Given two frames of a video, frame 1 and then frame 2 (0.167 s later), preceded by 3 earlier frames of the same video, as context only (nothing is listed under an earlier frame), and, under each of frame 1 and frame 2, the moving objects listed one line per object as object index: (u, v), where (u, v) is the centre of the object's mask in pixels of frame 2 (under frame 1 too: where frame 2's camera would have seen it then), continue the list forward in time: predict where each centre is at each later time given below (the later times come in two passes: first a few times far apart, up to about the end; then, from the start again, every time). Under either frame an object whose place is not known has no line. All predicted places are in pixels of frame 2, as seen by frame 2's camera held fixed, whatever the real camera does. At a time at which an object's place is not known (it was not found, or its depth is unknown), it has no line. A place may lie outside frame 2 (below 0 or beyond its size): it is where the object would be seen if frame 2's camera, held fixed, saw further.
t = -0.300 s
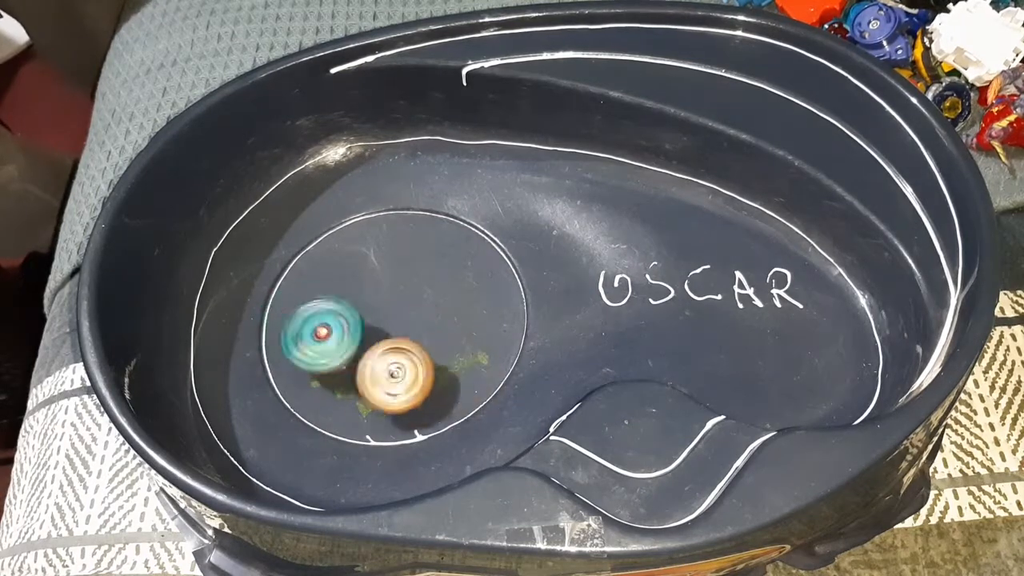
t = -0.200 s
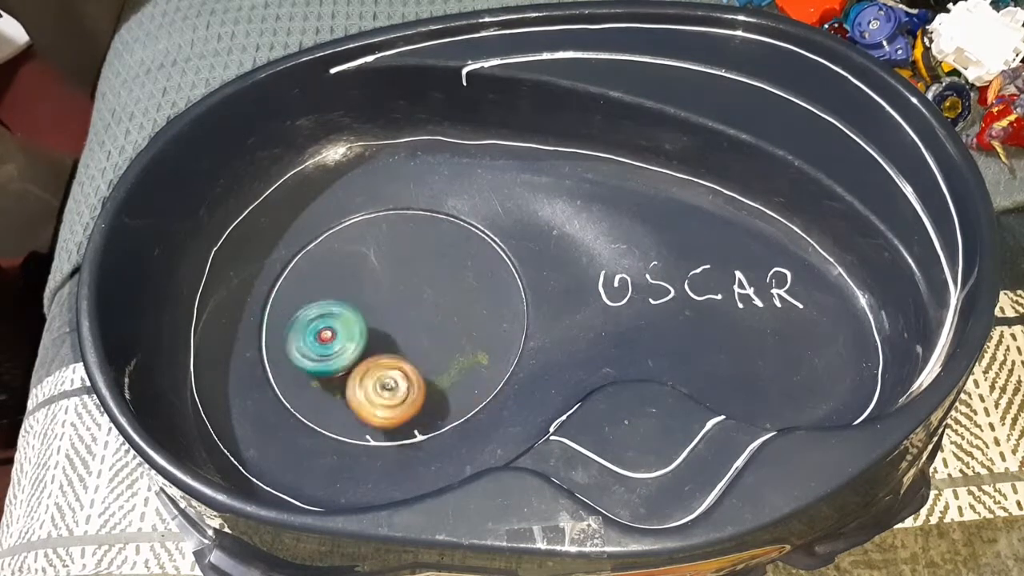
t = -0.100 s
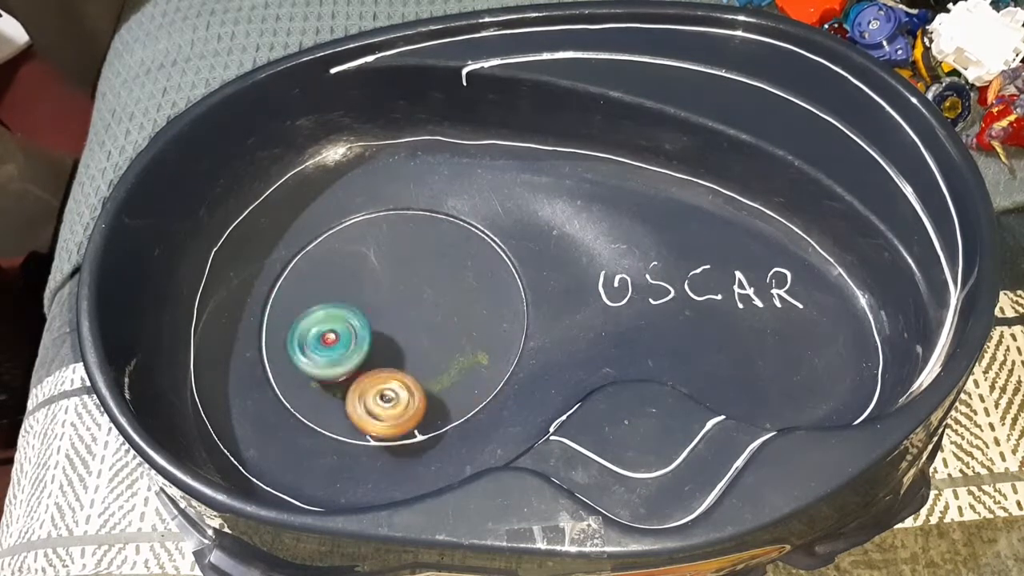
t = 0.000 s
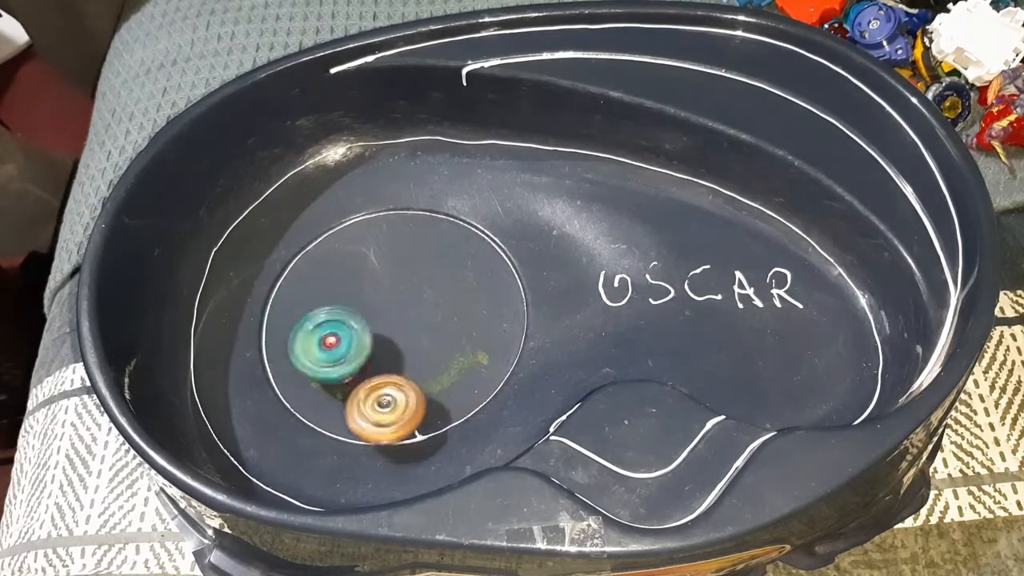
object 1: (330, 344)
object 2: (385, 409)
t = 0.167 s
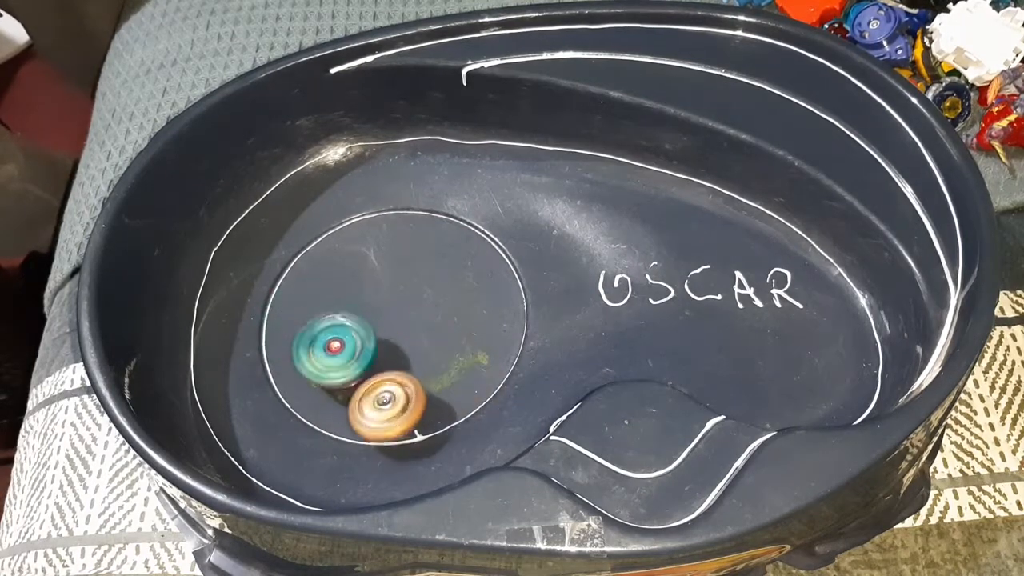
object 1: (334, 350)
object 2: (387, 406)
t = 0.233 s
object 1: (334, 341)
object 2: (395, 410)
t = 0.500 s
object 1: (341, 324)
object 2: (392, 394)
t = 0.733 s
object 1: (358, 299)
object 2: (388, 398)
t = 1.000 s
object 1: (382, 284)
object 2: (386, 403)
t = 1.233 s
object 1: (394, 299)
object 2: (370, 385)
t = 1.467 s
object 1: (396, 295)
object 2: (316, 404)
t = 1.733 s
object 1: (390, 297)
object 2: (312, 393)
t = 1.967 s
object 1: (379, 301)
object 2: (327, 360)
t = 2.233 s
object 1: (388, 278)
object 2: (320, 357)
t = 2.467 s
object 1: (389, 281)
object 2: (322, 349)
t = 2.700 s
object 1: (382, 295)
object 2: (310, 349)
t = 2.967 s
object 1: (374, 302)
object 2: (307, 356)
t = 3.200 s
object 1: (384, 298)
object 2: (314, 355)
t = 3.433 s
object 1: (389, 308)
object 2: (311, 352)
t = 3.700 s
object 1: (400, 317)
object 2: (284, 366)
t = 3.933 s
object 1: (386, 324)
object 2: (312, 357)
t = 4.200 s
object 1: (406, 314)
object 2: (304, 346)
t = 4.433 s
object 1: (398, 314)
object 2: (310, 342)
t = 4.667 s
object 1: (399, 312)
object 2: (321, 337)
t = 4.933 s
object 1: (405, 314)
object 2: (329, 346)
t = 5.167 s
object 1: (406, 315)
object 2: (341, 357)
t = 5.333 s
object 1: (400, 309)
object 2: (353, 360)
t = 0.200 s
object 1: (336, 348)
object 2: (389, 407)
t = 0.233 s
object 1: (334, 341)
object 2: (395, 410)
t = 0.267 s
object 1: (335, 338)
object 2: (398, 407)
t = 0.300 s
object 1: (334, 336)
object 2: (396, 406)
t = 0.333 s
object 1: (335, 333)
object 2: (395, 405)
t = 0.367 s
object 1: (336, 331)
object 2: (396, 404)
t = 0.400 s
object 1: (336, 329)
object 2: (396, 400)
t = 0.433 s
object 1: (338, 327)
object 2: (394, 398)
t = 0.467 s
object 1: (340, 326)
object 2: (392, 397)
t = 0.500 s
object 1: (341, 324)
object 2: (392, 394)
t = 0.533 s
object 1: (343, 324)
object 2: (388, 391)
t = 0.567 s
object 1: (346, 322)
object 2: (385, 385)
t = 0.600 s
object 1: (349, 319)
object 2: (383, 384)
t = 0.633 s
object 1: (352, 316)
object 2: (384, 384)
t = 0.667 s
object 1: (354, 309)
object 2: (389, 391)
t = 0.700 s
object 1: (354, 302)
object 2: (390, 393)
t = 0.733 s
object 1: (358, 299)
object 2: (388, 398)
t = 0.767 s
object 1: (358, 296)
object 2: (388, 400)
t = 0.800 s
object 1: (361, 293)
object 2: (389, 401)
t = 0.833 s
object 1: (364, 290)
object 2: (387, 402)
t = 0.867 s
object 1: (368, 287)
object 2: (387, 404)
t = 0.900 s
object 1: (372, 285)
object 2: (387, 404)
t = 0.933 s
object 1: (374, 285)
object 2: (388, 403)
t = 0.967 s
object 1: (378, 284)
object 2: (387, 402)
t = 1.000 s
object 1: (382, 284)
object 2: (386, 403)
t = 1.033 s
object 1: (385, 284)
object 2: (386, 401)
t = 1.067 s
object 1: (387, 286)
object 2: (386, 398)
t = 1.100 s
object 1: (389, 287)
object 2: (383, 396)
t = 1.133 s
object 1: (391, 290)
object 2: (381, 395)
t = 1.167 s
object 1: (392, 292)
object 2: (379, 391)
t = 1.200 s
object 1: (394, 296)
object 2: (375, 389)
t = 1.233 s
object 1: (394, 299)
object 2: (370, 385)
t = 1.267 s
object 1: (393, 304)
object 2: (365, 383)
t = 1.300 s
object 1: (392, 307)
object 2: (360, 379)
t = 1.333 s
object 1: (396, 303)
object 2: (353, 388)
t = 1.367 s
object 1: (398, 297)
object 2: (343, 391)
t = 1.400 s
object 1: (400, 296)
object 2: (333, 397)
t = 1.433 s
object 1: (399, 296)
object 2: (326, 399)
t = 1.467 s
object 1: (396, 295)
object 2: (316, 404)
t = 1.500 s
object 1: (397, 293)
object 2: (311, 406)
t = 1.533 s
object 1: (396, 294)
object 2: (311, 403)
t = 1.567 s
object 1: (396, 294)
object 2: (312, 398)
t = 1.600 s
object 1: (395, 294)
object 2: (312, 395)
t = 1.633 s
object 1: (395, 294)
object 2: (309, 394)
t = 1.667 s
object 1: (393, 296)
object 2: (308, 395)
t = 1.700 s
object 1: (392, 295)
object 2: (309, 395)
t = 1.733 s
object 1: (390, 297)
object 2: (312, 393)
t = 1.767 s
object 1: (390, 296)
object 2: (312, 390)
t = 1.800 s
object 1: (389, 298)
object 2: (314, 387)
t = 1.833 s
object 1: (387, 298)
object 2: (318, 382)
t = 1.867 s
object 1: (386, 299)
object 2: (320, 377)
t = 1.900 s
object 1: (383, 299)
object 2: (322, 372)
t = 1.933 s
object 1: (382, 300)
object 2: (323, 367)
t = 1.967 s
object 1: (379, 301)
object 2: (327, 360)
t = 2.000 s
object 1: (385, 296)
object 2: (323, 362)
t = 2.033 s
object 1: (386, 292)
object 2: (323, 362)
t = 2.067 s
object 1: (386, 288)
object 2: (324, 358)
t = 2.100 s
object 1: (386, 285)
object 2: (321, 356)
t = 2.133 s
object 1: (388, 282)
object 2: (318, 356)
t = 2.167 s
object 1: (387, 280)
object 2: (317, 357)
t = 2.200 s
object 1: (389, 279)
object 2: (318, 359)
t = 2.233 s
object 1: (388, 278)
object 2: (320, 357)
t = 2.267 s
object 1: (391, 278)
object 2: (319, 354)
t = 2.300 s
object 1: (390, 279)
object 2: (318, 353)
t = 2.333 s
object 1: (390, 277)
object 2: (317, 354)
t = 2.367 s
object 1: (390, 278)
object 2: (317, 355)
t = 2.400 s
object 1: (390, 277)
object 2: (320, 354)
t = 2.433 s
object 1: (390, 279)
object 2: (322, 351)
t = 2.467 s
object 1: (389, 281)
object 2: (322, 349)
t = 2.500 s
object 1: (388, 283)
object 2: (321, 348)
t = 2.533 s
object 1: (385, 286)
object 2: (319, 349)
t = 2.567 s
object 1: (383, 289)
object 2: (320, 348)
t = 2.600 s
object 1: (379, 293)
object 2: (322, 347)
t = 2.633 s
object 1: (384, 292)
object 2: (317, 351)
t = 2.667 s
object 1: (385, 294)
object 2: (316, 351)
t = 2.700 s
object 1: (382, 295)
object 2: (310, 349)
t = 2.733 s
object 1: (382, 294)
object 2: (305, 350)
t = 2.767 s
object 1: (382, 295)
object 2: (303, 354)
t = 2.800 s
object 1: (383, 296)
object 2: (306, 356)
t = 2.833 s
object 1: (381, 298)
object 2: (307, 354)
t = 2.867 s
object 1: (380, 297)
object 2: (304, 353)
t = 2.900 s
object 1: (381, 297)
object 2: (304, 354)
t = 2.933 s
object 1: (377, 300)
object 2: (304, 356)
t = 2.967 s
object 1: (374, 302)
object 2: (307, 356)
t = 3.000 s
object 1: (370, 305)
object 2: (310, 354)
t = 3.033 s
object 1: (375, 302)
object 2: (308, 354)
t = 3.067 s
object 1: (377, 302)
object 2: (307, 356)
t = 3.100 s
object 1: (376, 303)
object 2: (310, 357)
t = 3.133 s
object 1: (376, 302)
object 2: (313, 356)
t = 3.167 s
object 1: (379, 299)
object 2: (313, 356)
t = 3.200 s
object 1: (384, 298)
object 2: (314, 355)
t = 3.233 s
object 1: (385, 300)
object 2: (314, 354)
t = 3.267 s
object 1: (383, 301)
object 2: (314, 353)
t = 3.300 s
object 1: (385, 300)
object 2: (314, 353)
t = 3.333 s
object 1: (387, 301)
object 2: (314, 352)
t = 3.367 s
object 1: (387, 302)
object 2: (315, 351)
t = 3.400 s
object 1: (385, 305)
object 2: (315, 350)
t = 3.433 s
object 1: (389, 308)
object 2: (311, 352)
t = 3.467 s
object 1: (397, 306)
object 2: (304, 357)
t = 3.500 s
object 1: (400, 308)
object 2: (300, 358)
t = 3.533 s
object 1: (401, 310)
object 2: (294, 357)
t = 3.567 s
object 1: (400, 311)
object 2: (289, 358)
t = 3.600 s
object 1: (400, 311)
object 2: (288, 362)
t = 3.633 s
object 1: (401, 314)
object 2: (289, 364)
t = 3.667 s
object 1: (403, 315)
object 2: (287, 364)
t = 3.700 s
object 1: (400, 317)
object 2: (284, 366)
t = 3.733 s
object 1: (396, 322)
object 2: (285, 368)
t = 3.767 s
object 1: (394, 322)
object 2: (289, 367)
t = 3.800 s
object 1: (393, 323)
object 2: (293, 365)
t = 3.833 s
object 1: (390, 324)
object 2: (296, 364)
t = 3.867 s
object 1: (391, 324)
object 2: (302, 363)
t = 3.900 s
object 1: (390, 324)
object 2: (309, 359)
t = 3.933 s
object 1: (386, 324)
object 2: (312, 357)
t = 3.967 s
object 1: (390, 322)
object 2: (316, 355)
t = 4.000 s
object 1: (394, 321)
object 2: (316, 353)
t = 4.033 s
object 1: (396, 320)
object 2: (313, 355)
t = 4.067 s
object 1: (400, 316)
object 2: (314, 353)
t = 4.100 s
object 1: (400, 313)
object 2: (312, 348)
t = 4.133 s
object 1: (405, 314)
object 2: (311, 346)
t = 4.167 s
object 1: (406, 315)
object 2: (307, 345)
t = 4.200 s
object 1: (406, 314)
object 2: (304, 346)
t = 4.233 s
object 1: (404, 316)
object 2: (304, 349)
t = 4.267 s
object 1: (401, 316)
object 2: (306, 349)
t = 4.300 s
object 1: (400, 316)
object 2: (309, 346)
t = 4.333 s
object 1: (398, 316)
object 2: (311, 344)
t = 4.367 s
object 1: (400, 313)
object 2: (310, 340)
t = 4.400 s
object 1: (401, 313)
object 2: (309, 340)
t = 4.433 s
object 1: (398, 314)
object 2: (310, 342)
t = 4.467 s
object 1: (398, 312)
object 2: (314, 344)
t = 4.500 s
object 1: (398, 312)
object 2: (318, 342)
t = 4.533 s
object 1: (397, 312)
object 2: (318, 342)
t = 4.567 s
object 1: (399, 310)
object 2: (320, 341)
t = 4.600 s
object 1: (401, 310)
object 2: (322, 340)
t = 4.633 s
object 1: (401, 312)
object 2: (322, 338)
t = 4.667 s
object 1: (399, 312)
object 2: (321, 337)
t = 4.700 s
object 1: (398, 311)
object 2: (321, 338)
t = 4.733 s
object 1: (397, 310)
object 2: (325, 339)
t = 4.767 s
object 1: (397, 309)
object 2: (327, 340)
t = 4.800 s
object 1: (400, 310)
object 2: (328, 344)
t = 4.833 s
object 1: (401, 311)
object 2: (329, 345)
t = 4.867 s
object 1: (403, 312)
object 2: (329, 344)
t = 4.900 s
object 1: (405, 313)
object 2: (330, 345)
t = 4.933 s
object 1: (405, 314)
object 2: (329, 346)
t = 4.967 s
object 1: (406, 315)
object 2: (329, 347)
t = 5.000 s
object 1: (407, 317)
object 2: (332, 348)
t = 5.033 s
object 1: (407, 318)
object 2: (336, 348)
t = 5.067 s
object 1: (408, 318)
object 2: (338, 350)
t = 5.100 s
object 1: (408, 317)
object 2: (339, 352)
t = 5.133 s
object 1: (407, 316)
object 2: (340, 354)
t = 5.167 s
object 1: (406, 315)
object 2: (341, 357)
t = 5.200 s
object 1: (405, 314)
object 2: (343, 361)
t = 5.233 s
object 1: (404, 312)
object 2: (346, 362)
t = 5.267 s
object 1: (403, 311)
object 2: (350, 362)
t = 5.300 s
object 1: (401, 310)
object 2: (351, 363)
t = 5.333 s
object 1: (400, 309)
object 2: (353, 360)
